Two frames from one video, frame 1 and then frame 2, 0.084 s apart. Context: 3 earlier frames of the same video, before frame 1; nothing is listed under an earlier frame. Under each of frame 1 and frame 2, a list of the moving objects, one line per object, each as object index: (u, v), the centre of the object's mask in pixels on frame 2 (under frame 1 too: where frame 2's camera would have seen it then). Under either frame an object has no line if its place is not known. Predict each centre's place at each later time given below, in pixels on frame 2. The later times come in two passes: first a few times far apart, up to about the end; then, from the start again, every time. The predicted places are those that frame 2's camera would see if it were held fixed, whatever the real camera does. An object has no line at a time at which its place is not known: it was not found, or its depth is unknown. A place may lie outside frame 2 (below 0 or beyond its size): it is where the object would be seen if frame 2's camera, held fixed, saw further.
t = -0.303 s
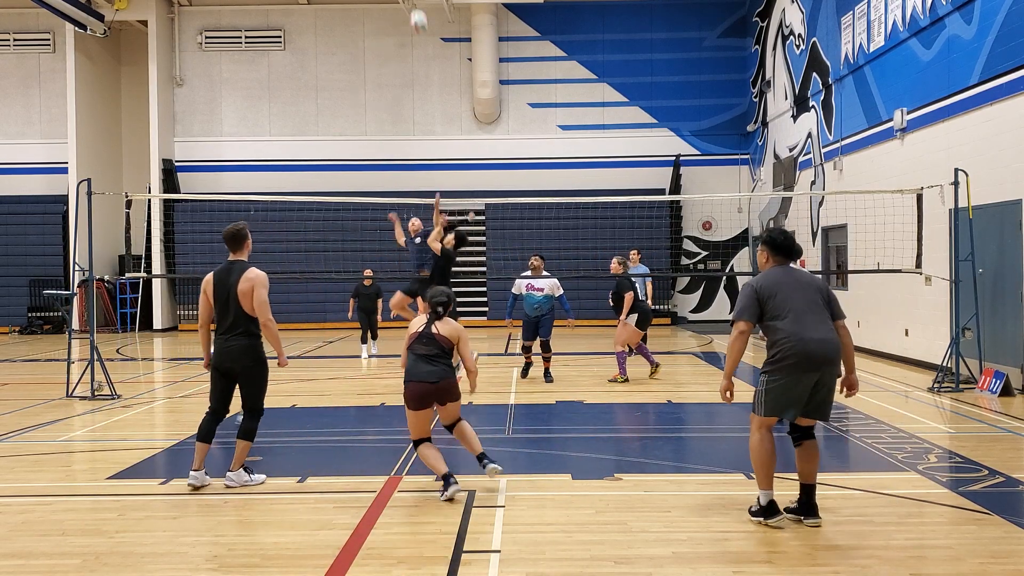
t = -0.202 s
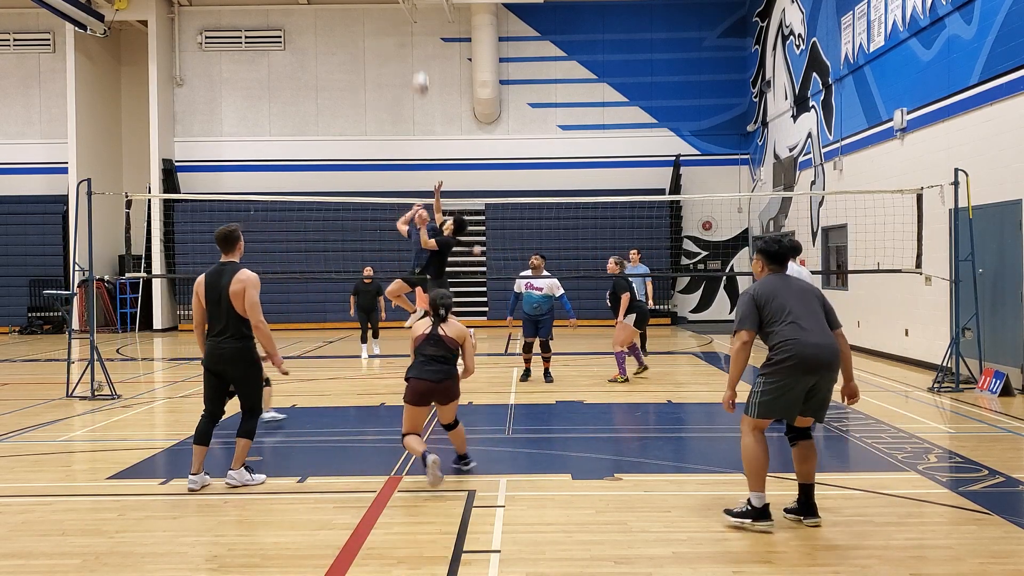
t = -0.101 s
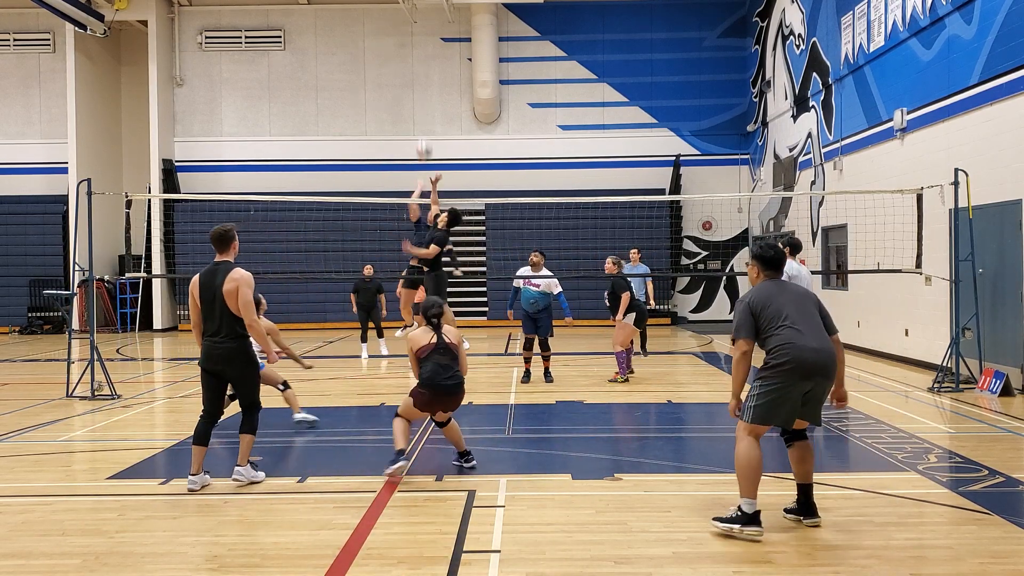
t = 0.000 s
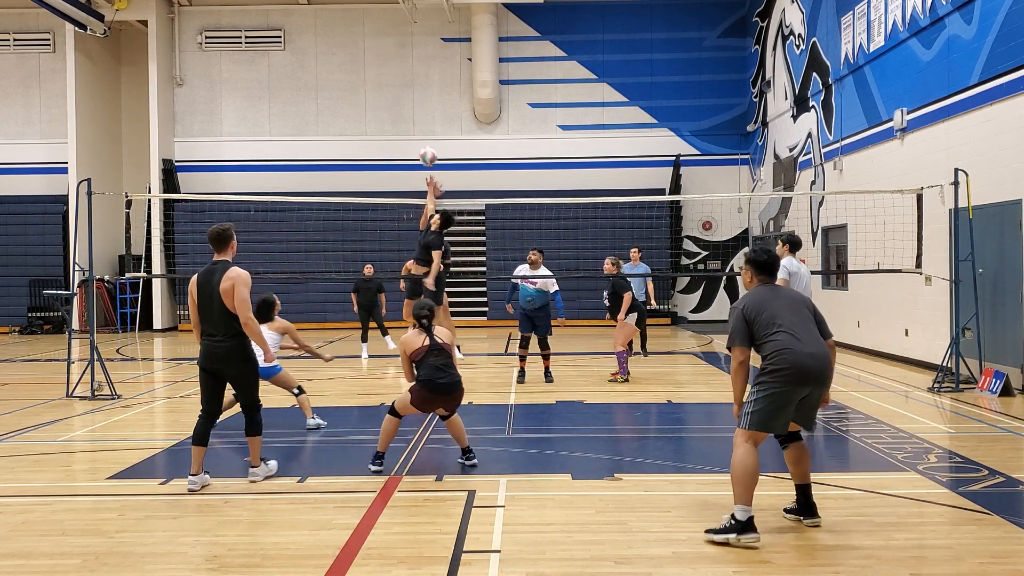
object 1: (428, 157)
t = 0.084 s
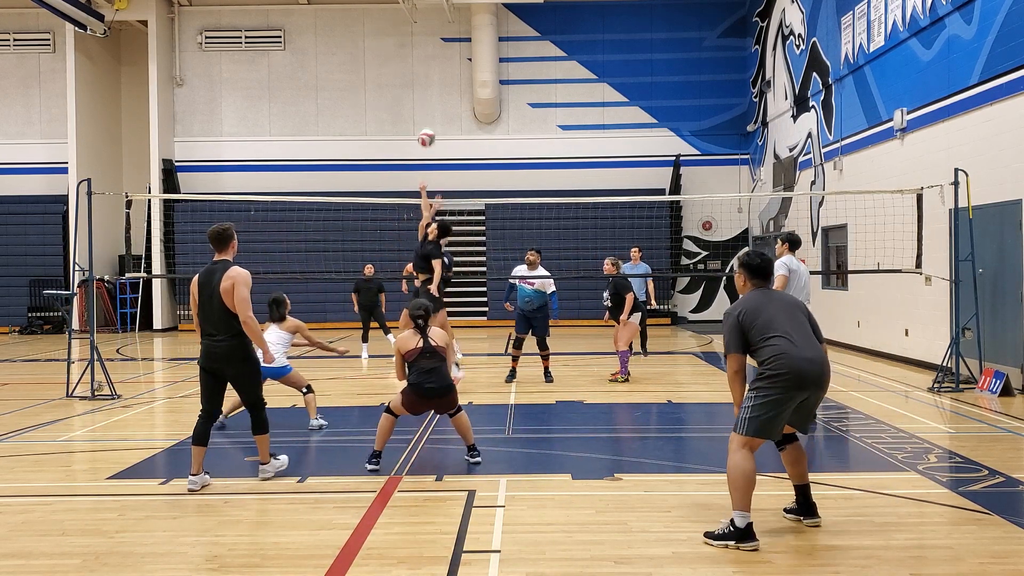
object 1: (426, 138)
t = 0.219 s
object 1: (423, 118)
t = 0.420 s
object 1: (419, 119)
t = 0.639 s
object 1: (415, 167)
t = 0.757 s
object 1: (414, 217)
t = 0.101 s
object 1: (426, 134)
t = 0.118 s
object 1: (425, 131)
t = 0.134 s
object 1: (425, 128)
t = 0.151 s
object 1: (424, 125)
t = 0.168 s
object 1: (424, 123)
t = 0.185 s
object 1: (423, 121)
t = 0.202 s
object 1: (423, 120)
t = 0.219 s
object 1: (423, 118)
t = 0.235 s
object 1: (422, 116)
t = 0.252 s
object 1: (422, 115)
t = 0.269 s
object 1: (422, 114)
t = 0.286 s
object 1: (421, 114)
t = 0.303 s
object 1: (421, 114)
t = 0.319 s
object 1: (421, 113)
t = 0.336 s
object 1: (420, 114)
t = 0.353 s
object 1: (420, 114)
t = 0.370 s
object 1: (420, 115)
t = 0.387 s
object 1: (419, 116)
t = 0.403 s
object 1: (419, 117)
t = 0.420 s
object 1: (419, 119)
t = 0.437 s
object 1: (418, 120)
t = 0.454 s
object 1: (418, 123)
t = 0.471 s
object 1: (418, 125)
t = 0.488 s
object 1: (417, 127)
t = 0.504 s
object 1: (417, 131)
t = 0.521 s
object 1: (417, 134)
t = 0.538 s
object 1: (417, 138)
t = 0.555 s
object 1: (416, 142)
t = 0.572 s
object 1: (416, 146)
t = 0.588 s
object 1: (416, 151)
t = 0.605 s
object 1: (415, 157)
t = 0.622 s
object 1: (415, 161)
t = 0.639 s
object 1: (415, 167)
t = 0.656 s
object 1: (415, 173)
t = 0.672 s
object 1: (415, 180)
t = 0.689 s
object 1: (414, 187)
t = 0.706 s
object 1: (414, 193)
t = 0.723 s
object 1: (414, 202)
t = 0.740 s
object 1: (414, 210)
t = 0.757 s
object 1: (414, 217)
